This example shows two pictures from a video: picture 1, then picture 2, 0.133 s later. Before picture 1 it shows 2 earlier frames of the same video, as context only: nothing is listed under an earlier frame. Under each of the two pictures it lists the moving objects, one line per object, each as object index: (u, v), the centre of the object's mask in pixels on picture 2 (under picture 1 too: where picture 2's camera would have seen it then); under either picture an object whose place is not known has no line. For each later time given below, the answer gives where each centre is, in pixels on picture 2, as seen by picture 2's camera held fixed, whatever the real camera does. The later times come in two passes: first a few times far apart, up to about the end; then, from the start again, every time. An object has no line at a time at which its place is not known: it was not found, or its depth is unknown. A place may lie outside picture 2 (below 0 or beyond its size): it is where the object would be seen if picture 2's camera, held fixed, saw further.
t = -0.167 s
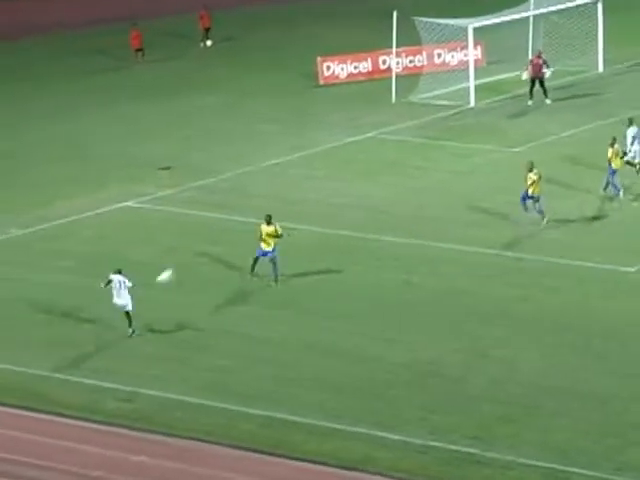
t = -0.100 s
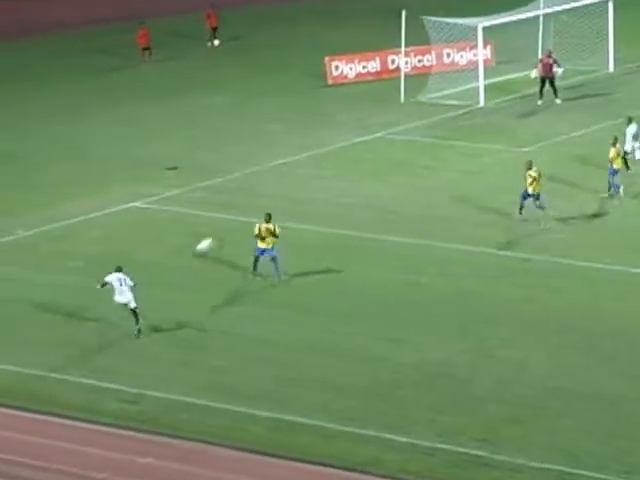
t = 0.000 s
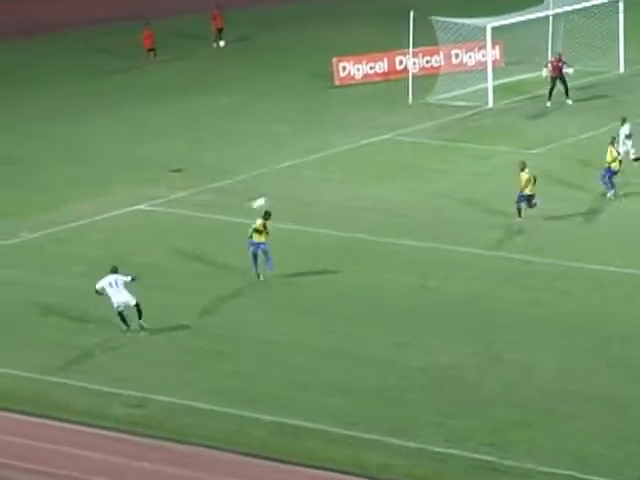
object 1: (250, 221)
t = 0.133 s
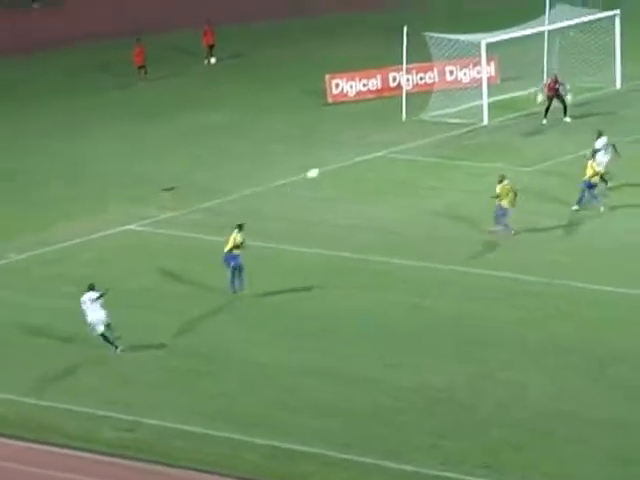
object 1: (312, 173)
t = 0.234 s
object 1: (357, 143)
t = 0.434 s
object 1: (444, 97)
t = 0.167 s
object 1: (328, 162)
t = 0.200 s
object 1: (343, 152)
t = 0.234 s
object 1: (357, 143)
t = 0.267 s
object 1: (372, 134)
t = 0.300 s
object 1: (386, 126)
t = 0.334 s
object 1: (401, 117)
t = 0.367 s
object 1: (416, 110)
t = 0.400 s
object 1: (430, 104)
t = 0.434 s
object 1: (444, 97)
